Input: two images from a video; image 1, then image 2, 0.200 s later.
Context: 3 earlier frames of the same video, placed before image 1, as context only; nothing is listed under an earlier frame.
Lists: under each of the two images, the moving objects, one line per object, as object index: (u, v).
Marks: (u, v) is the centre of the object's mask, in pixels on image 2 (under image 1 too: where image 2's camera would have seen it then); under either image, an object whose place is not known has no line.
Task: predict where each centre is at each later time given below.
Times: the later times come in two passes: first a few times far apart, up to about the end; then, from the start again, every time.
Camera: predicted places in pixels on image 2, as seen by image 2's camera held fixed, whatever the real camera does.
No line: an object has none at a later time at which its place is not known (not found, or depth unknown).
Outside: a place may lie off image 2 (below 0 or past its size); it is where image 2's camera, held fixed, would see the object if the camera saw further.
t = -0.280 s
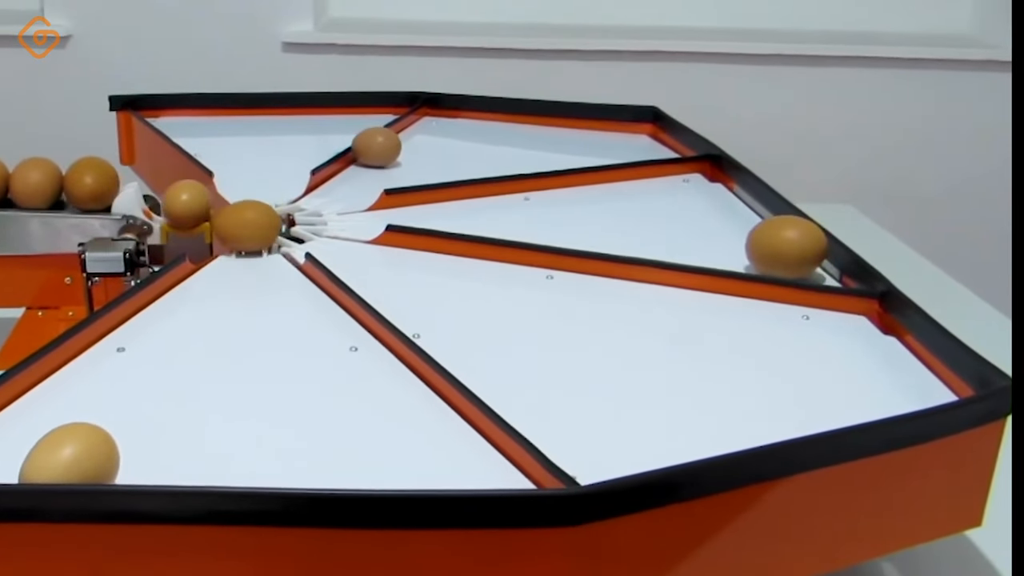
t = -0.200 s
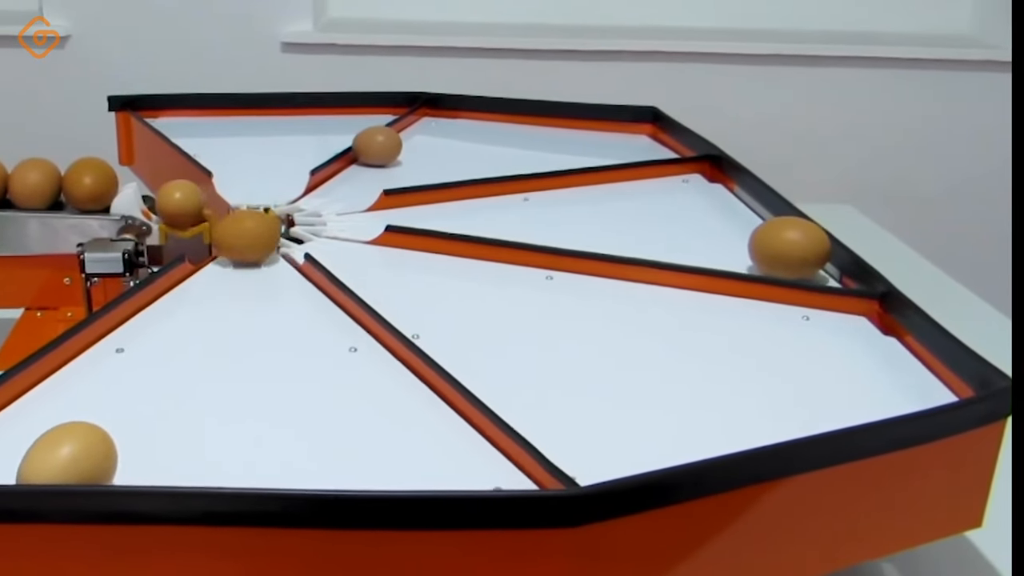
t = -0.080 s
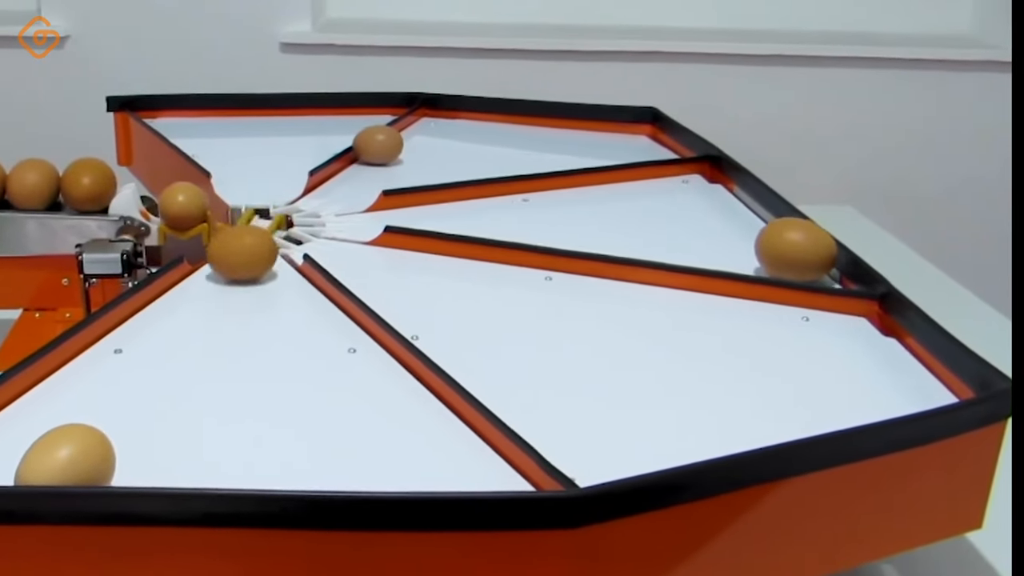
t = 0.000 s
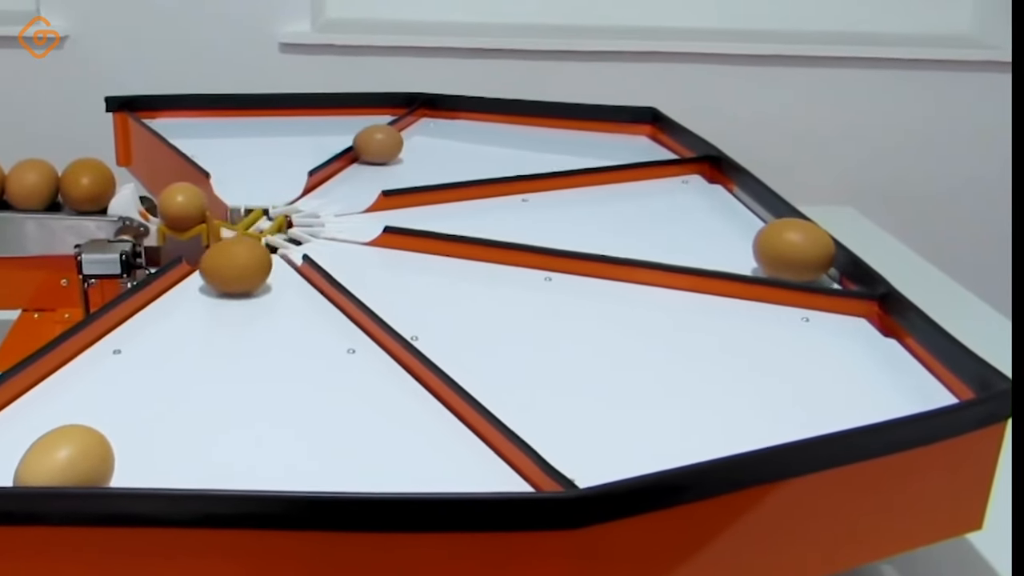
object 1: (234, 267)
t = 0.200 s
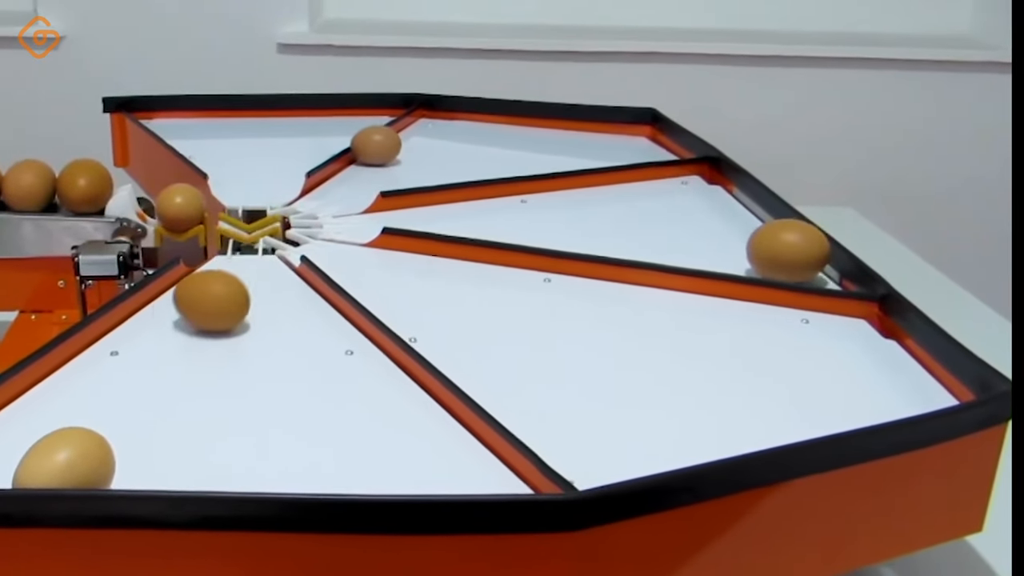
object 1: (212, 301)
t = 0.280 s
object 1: (193, 315)
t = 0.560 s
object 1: (85, 368)
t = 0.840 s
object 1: (20, 395)
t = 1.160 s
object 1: (55, 387)
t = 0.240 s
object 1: (203, 308)
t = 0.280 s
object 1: (193, 315)
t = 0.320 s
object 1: (181, 323)
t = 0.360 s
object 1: (169, 330)
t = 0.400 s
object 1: (156, 338)
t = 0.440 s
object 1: (140, 346)
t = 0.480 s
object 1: (124, 354)
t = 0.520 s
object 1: (105, 361)
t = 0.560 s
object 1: (85, 368)
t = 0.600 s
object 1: (63, 375)
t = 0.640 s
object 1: (41, 381)
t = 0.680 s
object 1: (32, 388)
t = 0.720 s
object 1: (25, 391)
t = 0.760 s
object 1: (22, 394)
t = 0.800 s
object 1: (20, 395)
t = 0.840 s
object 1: (20, 395)
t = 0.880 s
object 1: (21, 394)
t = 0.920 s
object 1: (24, 394)
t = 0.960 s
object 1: (29, 394)
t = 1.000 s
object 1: (36, 393)
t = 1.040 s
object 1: (42, 390)
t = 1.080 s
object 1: (47, 385)
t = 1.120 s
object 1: (52, 386)
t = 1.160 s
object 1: (55, 387)
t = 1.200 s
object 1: (56, 389)
